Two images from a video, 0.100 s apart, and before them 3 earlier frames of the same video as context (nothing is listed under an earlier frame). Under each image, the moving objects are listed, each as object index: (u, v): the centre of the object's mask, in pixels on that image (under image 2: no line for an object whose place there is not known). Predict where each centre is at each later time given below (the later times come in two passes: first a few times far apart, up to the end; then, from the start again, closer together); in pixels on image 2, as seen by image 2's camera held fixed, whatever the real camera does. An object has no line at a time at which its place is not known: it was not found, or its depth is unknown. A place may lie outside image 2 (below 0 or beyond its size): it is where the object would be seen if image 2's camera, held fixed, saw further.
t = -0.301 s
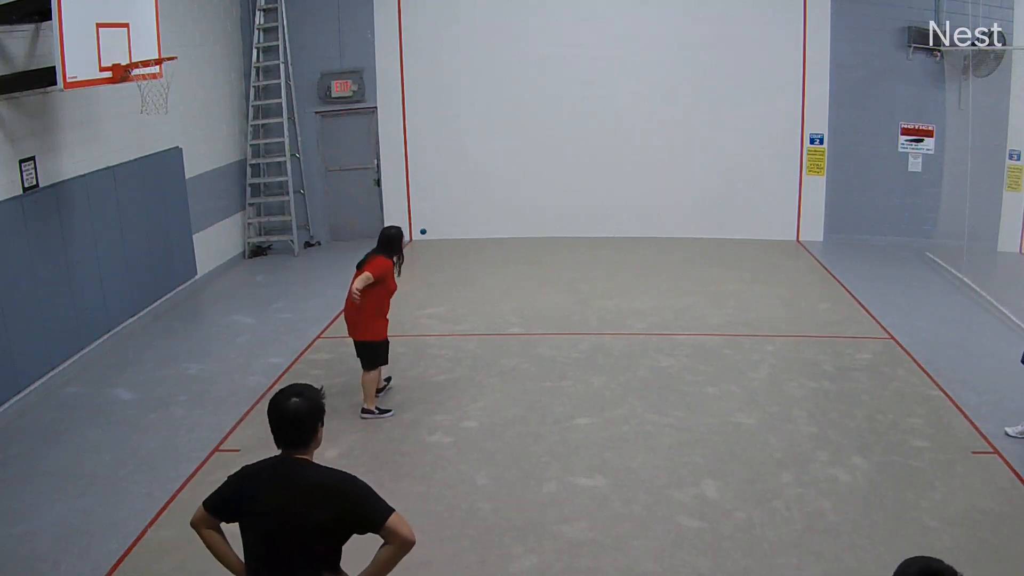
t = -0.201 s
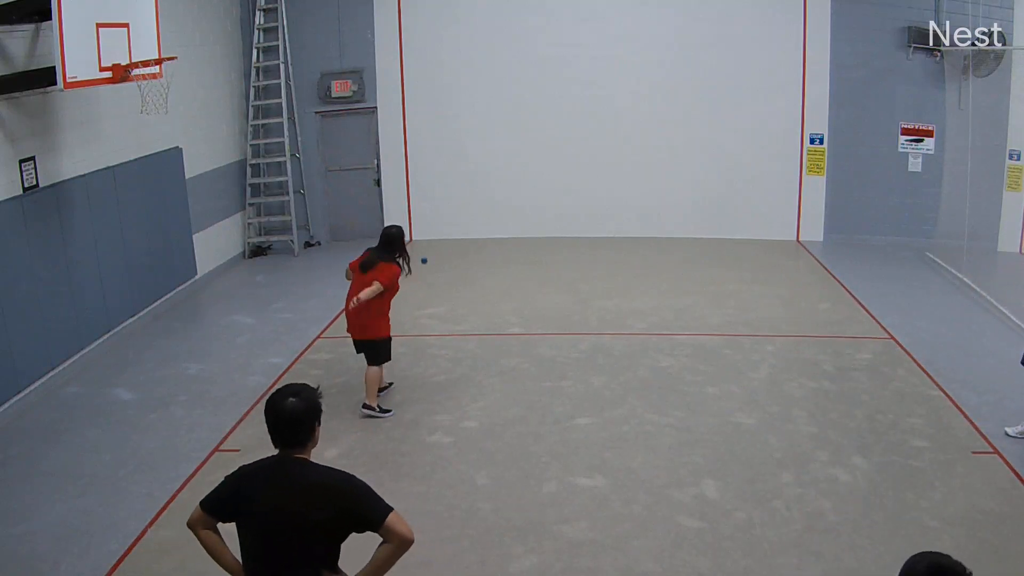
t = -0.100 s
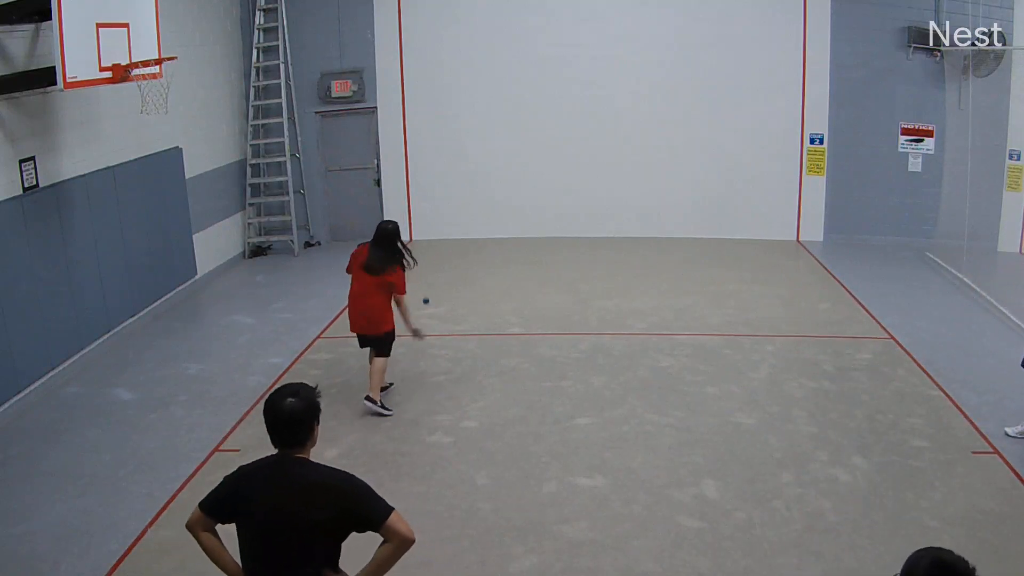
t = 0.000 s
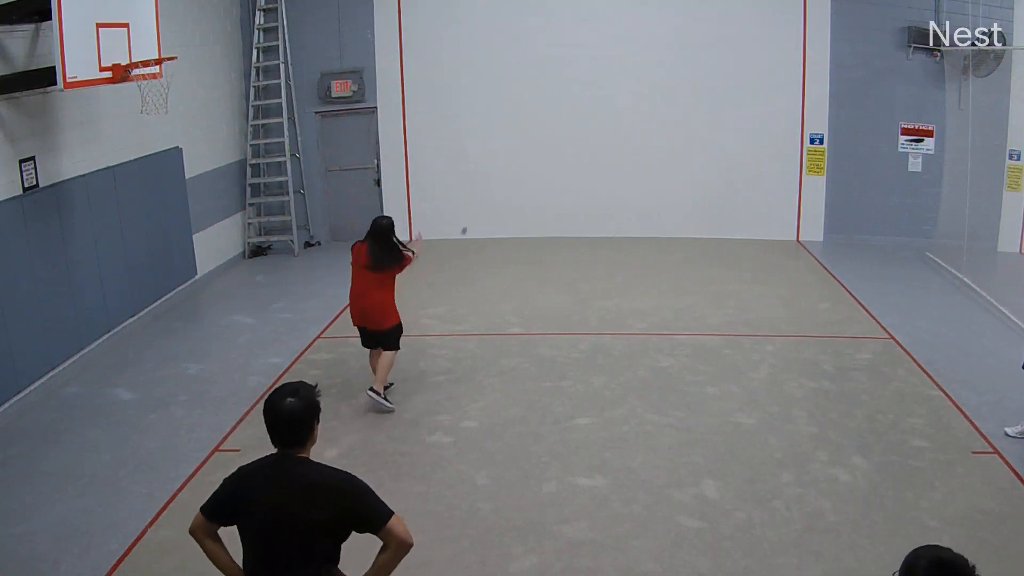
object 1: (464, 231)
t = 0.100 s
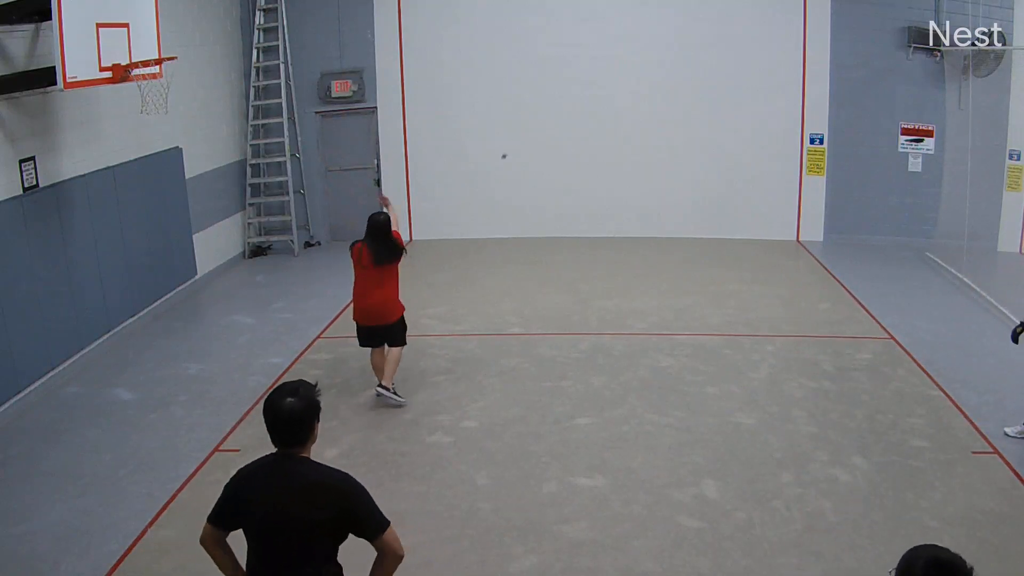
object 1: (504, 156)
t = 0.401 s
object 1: (581, 62)
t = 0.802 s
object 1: (640, 79)
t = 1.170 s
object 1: (744, 291)
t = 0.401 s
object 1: (581, 62)
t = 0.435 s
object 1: (586, 59)
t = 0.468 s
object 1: (589, 56)
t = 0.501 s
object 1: (593, 55)
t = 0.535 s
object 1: (597, 54)
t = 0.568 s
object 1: (601, 54)
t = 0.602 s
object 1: (606, 54)
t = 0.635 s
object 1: (611, 56)
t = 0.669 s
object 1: (616, 58)
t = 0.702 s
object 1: (621, 62)
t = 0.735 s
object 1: (627, 66)
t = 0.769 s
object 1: (633, 72)
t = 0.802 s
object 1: (640, 79)
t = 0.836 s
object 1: (647, 88)
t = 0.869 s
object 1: (654, 98)
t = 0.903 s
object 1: (662, 110)
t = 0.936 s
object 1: (670, 123)
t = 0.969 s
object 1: (679, 140)
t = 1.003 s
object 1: (688, 158)
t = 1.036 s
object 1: (698, 178)
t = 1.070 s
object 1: (709, 201)
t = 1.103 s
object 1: (721, 228)
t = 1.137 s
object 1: (732, 258)
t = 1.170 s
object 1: (744, 291)
